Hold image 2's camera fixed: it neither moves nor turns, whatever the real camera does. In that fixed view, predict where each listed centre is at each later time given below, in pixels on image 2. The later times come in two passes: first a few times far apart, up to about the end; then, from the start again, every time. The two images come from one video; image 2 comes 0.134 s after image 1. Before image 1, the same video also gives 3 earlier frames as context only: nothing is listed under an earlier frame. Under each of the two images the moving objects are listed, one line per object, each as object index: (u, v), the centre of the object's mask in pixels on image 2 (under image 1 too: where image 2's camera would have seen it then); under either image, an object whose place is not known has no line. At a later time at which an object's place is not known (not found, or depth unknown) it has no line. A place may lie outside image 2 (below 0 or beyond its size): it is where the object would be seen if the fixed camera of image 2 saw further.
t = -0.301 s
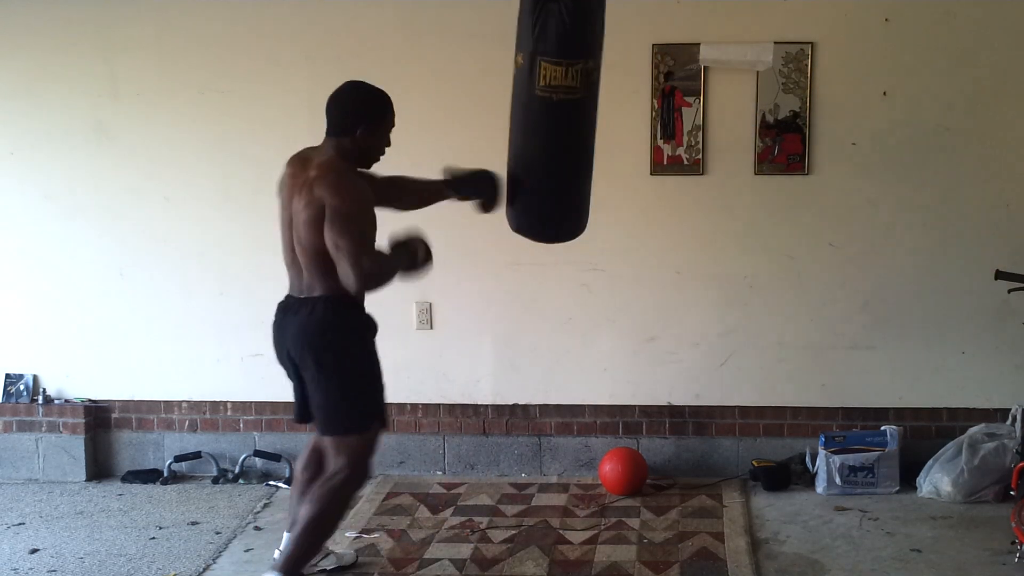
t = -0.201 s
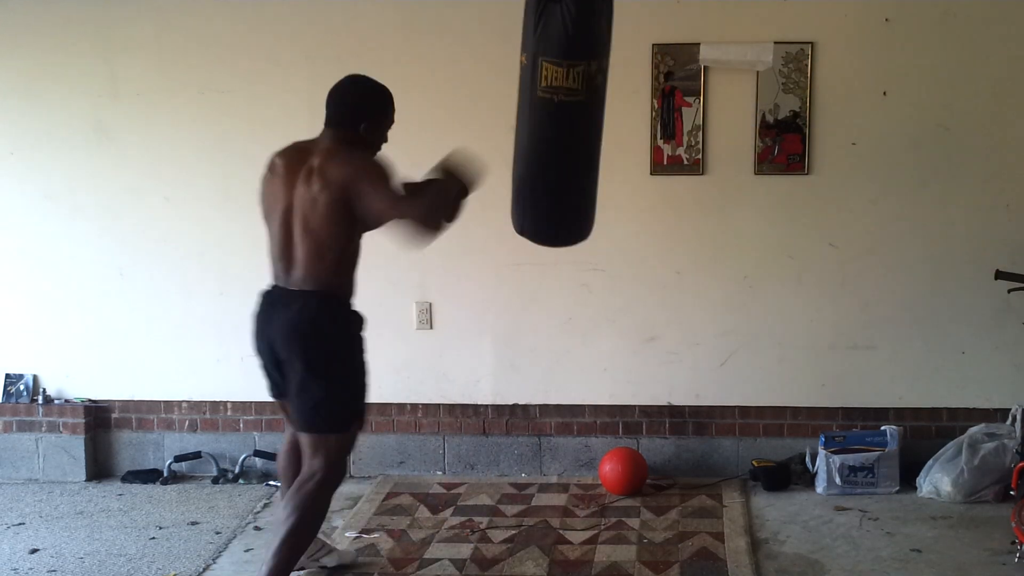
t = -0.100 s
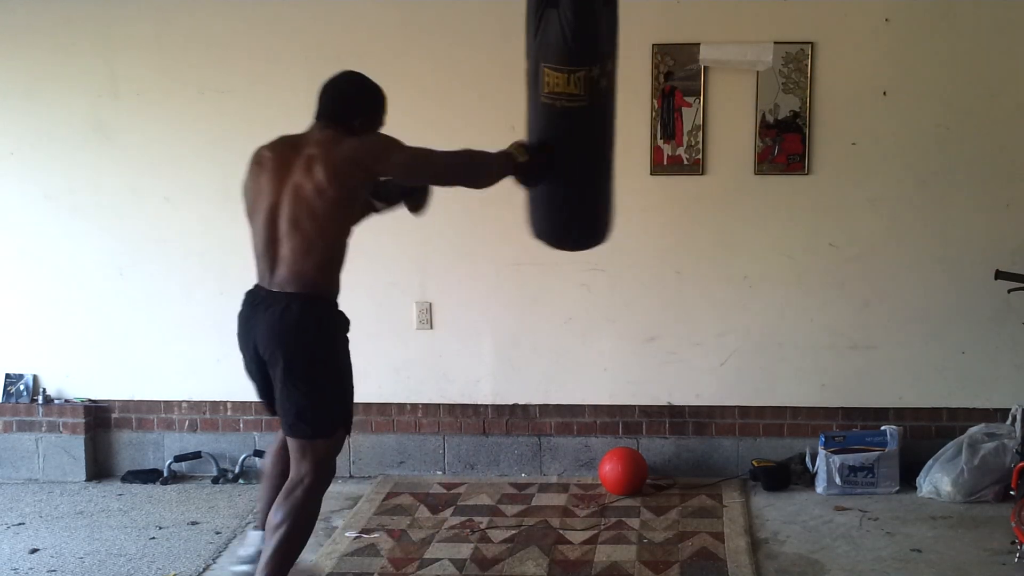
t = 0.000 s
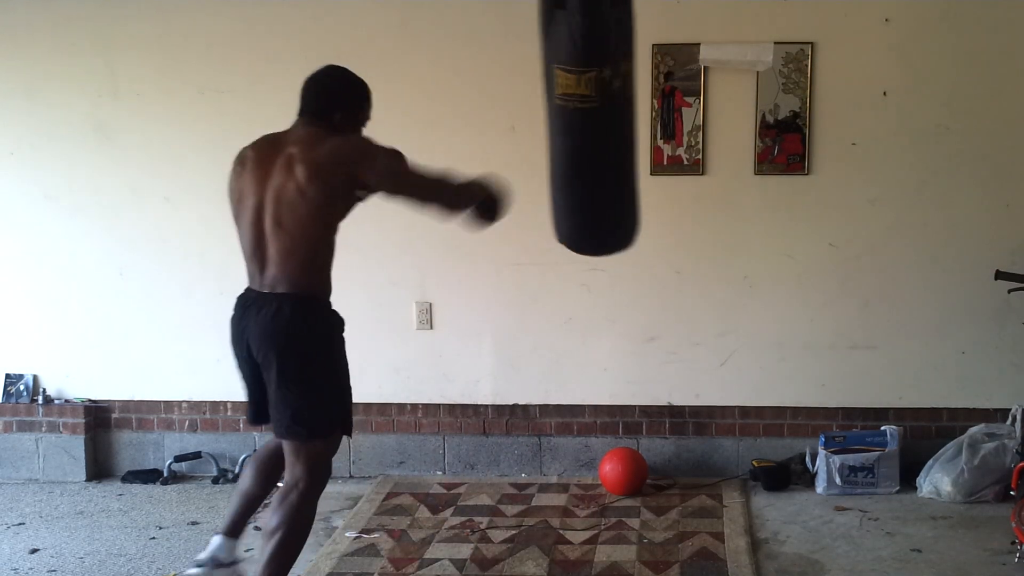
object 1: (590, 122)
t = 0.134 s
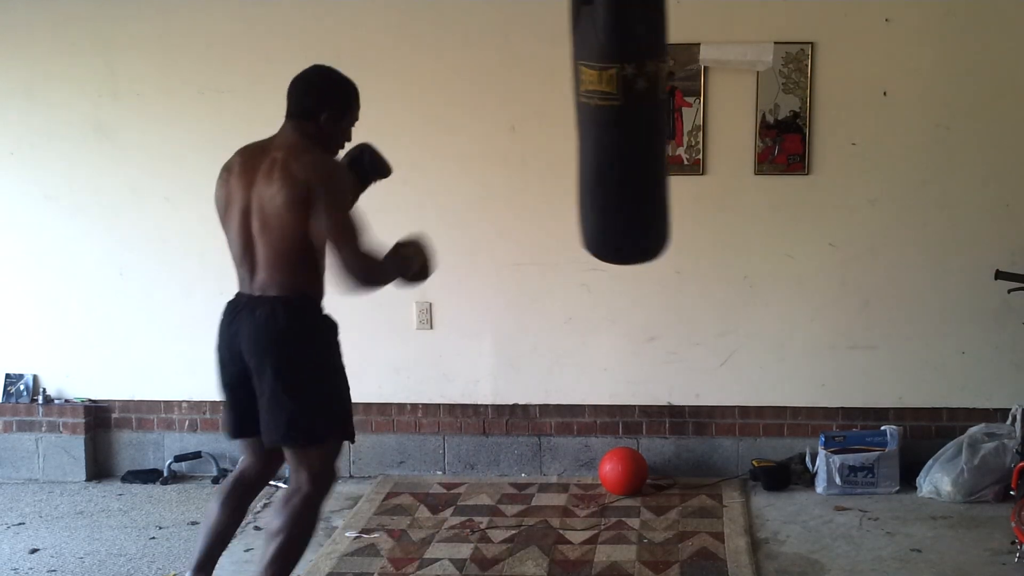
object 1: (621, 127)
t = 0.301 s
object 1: (652, 131)
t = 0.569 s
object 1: (687, 141)
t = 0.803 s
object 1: (682, 142)
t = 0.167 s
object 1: (629, 128)
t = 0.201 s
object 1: (635, 128)
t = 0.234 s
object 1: (641, 129)
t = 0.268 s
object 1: (646, 131)
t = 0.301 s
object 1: (652, 131)
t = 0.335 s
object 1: (658, 132)
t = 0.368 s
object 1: (663, 134)
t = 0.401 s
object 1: (669, 137)
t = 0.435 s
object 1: (675, 138)
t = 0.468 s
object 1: (679, 138)
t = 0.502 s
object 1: (683, 139)
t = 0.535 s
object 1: (685, 140)
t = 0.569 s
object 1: (687, 141)
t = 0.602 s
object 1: (689, 141)
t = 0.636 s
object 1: (690, 140)
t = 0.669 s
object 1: (689, 140)
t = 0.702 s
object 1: (688, 141)
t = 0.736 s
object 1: (686, 141)
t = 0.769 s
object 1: (684, 142)
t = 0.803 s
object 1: (682, 142)
